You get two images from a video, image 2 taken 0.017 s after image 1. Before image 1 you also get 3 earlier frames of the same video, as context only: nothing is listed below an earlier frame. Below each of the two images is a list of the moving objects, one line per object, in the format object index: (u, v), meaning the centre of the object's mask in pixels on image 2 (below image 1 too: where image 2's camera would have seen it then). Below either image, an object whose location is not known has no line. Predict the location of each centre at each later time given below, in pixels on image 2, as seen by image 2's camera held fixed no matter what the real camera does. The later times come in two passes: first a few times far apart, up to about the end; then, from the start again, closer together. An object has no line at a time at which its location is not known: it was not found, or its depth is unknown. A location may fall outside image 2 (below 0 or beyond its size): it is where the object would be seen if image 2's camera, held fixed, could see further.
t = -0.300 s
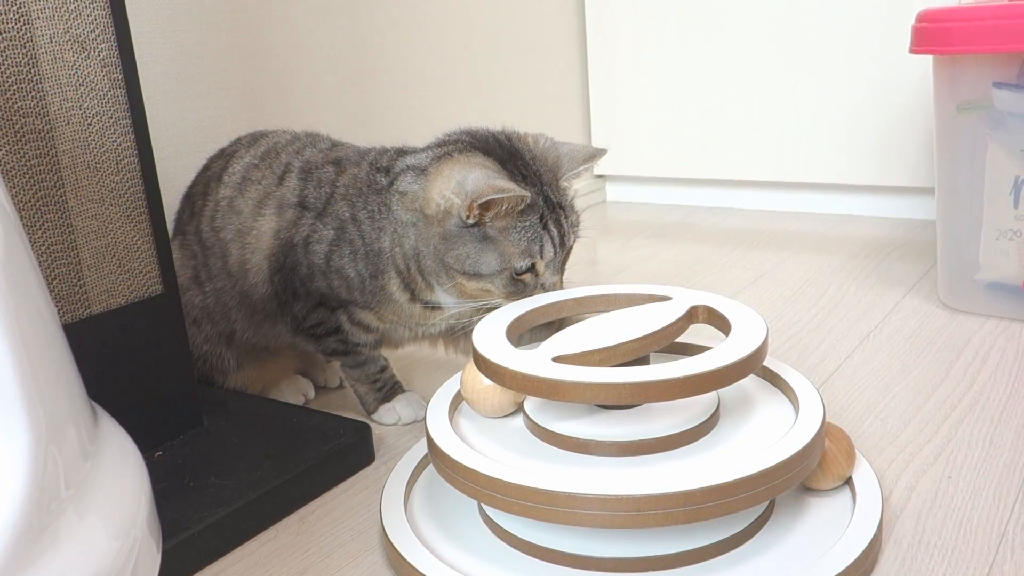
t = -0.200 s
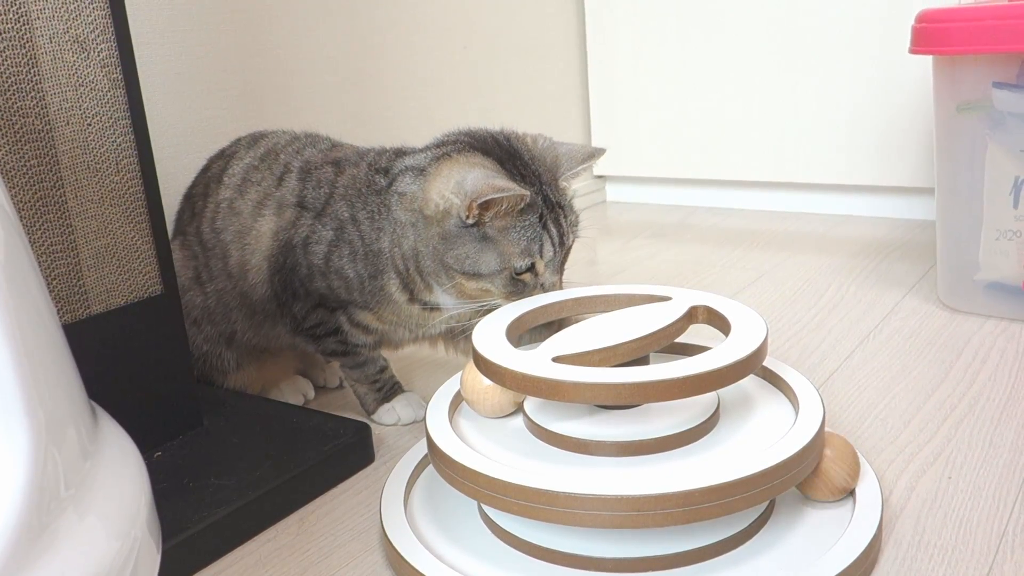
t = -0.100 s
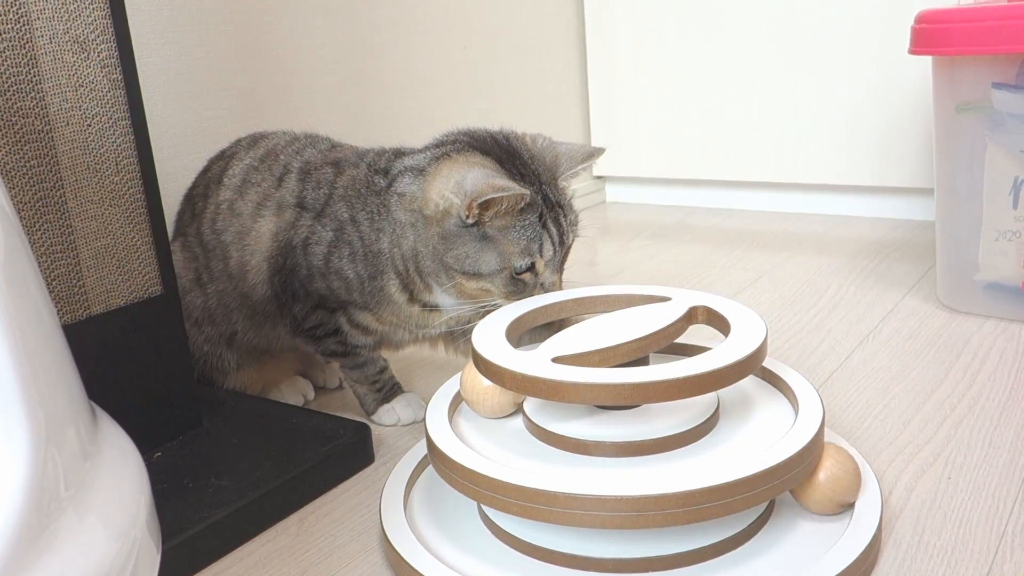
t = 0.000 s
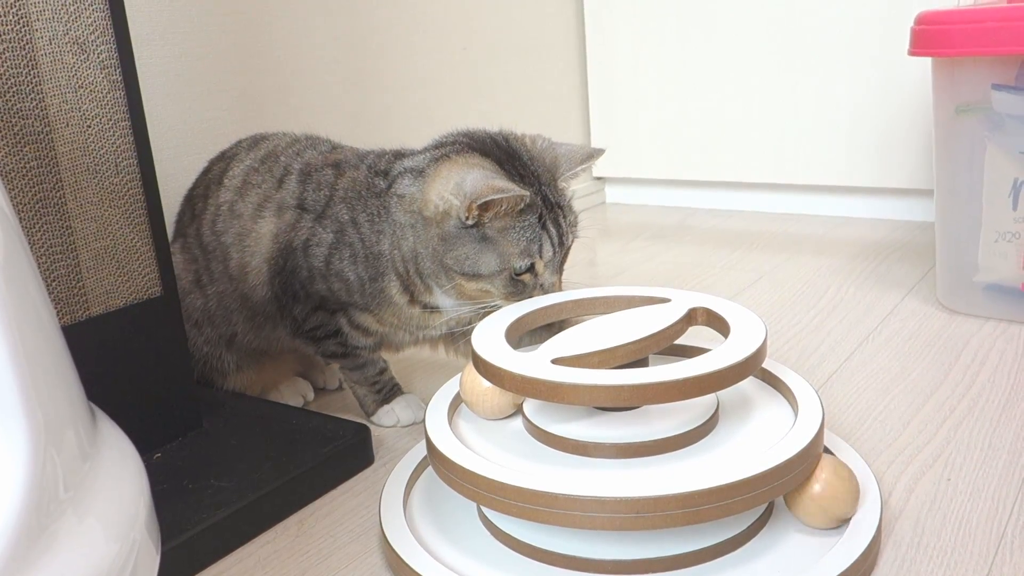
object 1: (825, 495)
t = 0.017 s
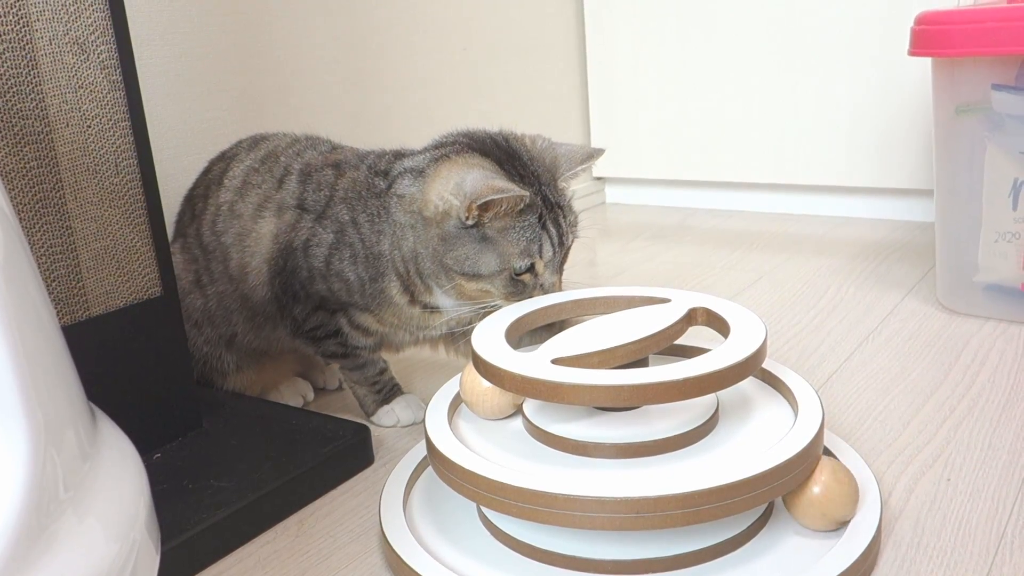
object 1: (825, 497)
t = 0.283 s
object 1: (799, 525)
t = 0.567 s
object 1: (751, 547)
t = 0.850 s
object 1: (685, 556)
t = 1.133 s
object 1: (618, 560)
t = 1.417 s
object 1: (561, 564)
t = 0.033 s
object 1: (823, 499)
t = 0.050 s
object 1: (822, 500)
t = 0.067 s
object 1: (821, 502)
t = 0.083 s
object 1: (820, 504)
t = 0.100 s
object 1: (819, 506)
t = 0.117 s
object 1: (817, 508)
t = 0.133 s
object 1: (815, 510)
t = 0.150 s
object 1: (814, 512)
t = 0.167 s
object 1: (812, 514)
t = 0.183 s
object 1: (810, 516)
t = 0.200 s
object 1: (809, 517)
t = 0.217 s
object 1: (807, 519)
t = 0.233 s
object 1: (805, 521)
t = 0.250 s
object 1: (803, 522)
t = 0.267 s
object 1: (801, 524)
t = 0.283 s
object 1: (799, 525)
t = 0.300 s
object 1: (796, 527)
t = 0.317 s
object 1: (794, 528)
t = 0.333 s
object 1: (792, 530)
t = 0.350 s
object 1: (789, 532)
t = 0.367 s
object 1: (787, 533)
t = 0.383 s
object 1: (784, 535)
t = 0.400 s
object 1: (781, 537)
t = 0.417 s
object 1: (779, 538)
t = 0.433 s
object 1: (776, 539)
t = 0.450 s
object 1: (773, 540)
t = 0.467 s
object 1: (770, 541)
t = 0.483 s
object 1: (767, 542)
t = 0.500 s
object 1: (764, 543)
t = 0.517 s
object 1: (761, 544)
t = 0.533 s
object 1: (758, 545)
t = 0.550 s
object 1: (754, 546)
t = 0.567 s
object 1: (751, 547)
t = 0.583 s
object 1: (747, 547)
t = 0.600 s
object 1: (743, 548)
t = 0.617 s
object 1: (740, 549)
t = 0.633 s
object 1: (736, 549)
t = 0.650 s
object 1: (732, 550)
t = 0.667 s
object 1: (729, 551)
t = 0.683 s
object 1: (725, 551)
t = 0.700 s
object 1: (721, 552)
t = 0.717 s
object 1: (717, 553)
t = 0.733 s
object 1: (713, 553)
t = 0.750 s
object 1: (710, 554)
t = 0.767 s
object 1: (705, 554)
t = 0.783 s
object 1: (701, 555)
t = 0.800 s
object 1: (697, 555)
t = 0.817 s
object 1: (693, 555)
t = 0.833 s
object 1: (689, 556)
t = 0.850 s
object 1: (685, 556)
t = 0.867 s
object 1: (681, 556)
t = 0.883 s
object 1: (677, 557)
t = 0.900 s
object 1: (673, 557)
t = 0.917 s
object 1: (669, 557)
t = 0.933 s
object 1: (665, 558)
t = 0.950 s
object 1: (660, 558)
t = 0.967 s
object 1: (656, 558)
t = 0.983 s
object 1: (651, 559)
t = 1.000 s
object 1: (647, 559)
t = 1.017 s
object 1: (644, 559)
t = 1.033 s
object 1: (640, 560)
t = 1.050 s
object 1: (636, 560)
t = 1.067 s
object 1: (632, 560)
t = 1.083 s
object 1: (628, 560)
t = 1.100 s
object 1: (625, 560)
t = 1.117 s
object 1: (621, 560)
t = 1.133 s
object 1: (618, 560)
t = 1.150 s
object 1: (614, 560)
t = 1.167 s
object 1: (611, 561)
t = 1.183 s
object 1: (607, 561)
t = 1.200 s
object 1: (604, 561)
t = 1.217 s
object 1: (600, 561)
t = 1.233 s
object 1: (596, 562)
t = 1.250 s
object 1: (593, 562)
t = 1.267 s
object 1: (589, 562)
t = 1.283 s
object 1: (586, 562)
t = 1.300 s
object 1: (583, 563)
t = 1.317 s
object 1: (580, 563)
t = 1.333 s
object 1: (576, 563)
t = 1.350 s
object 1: (573, 563)
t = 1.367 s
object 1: (570, 563)
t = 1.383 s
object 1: (567, 564)
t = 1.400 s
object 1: (564, 564)
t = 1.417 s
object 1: (561, 564)
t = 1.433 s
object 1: (558, 564)
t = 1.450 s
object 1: (555, 564)
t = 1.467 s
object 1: (552, 564)
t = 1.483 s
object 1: (549, 565)
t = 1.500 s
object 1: (547, 564)
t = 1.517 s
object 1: (544, 564)
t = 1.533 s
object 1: (541, 563)
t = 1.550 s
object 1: (538, 563)
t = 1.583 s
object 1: (532, 562)
